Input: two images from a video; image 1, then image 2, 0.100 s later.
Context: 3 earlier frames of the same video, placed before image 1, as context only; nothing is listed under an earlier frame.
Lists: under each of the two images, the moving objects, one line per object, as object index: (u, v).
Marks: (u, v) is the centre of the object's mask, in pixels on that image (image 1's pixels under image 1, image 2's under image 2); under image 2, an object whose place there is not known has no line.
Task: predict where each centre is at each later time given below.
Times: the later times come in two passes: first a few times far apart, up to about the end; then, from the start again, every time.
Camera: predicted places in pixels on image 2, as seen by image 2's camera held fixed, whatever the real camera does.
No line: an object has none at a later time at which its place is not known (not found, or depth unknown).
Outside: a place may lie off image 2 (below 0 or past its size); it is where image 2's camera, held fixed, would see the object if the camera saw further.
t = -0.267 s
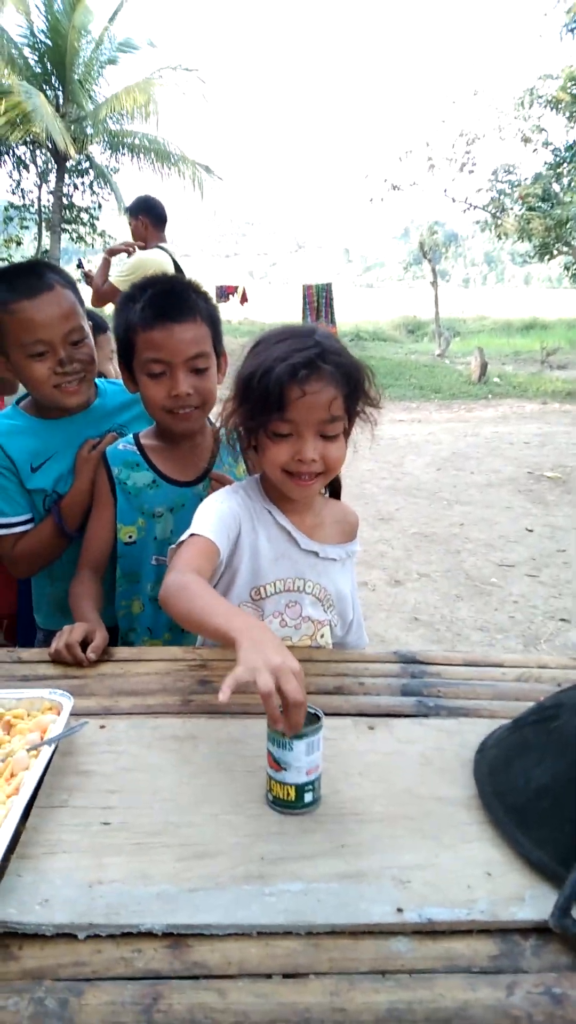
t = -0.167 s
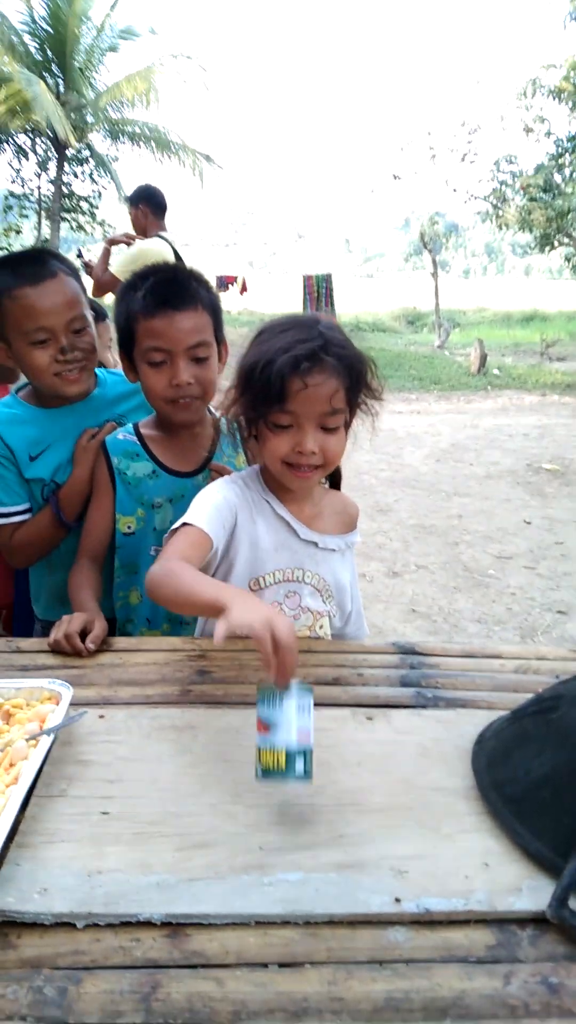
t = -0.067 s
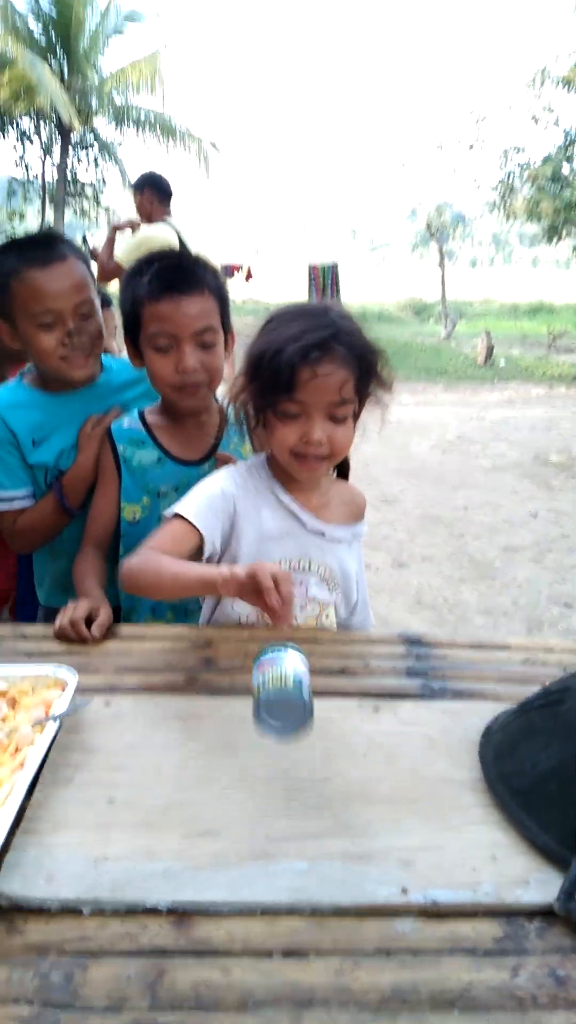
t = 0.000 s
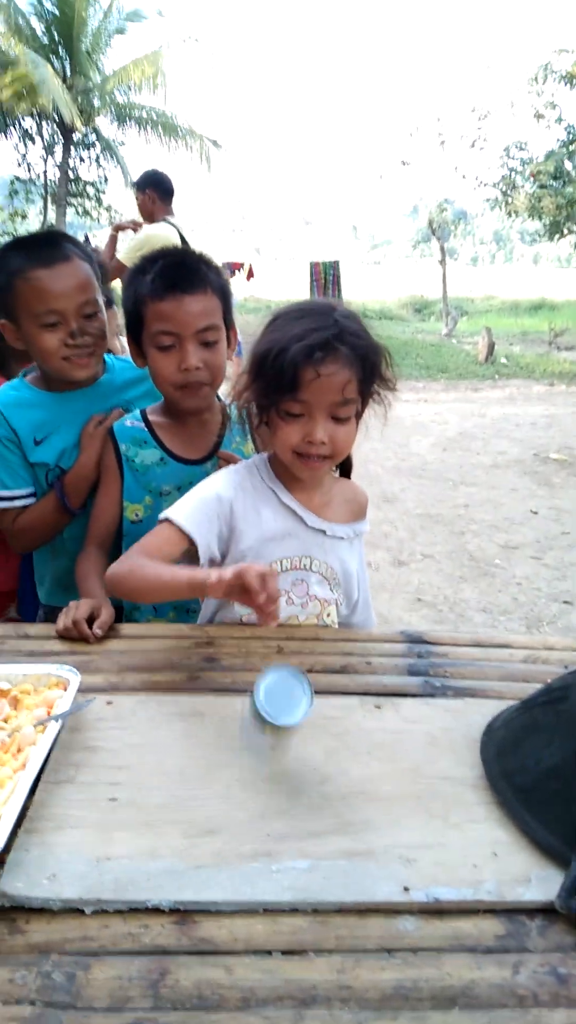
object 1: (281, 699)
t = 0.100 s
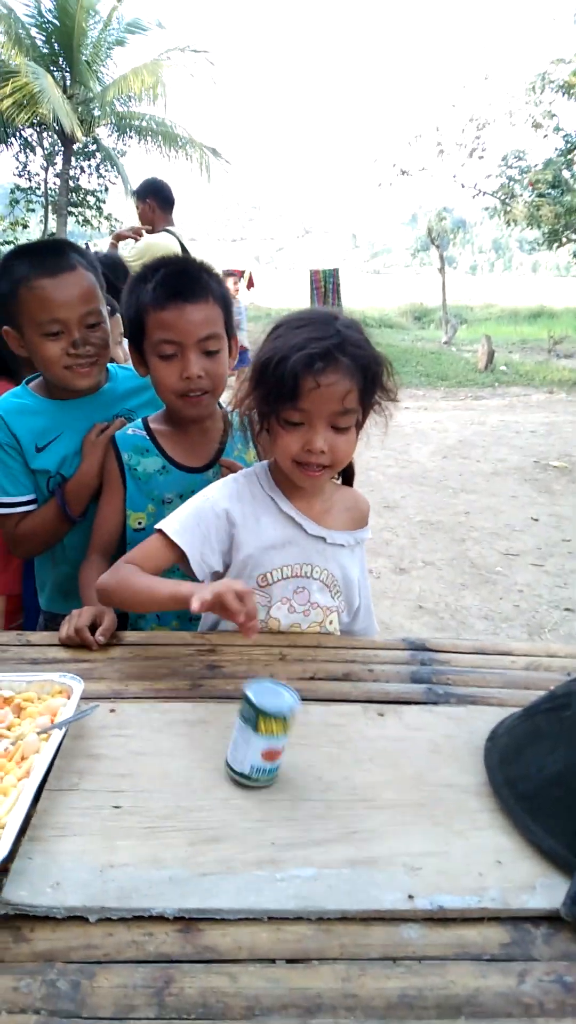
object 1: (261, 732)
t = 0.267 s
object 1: (225, 711)
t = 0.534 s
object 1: (205, 717)
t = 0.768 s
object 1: (202, 718)
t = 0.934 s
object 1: (199, 720)
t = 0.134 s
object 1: (254, 730)
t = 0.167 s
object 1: (247, 723)
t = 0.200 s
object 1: (241, 718)
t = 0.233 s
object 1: (233, 712)
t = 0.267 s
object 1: (225, 711)
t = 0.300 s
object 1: (218, 713)
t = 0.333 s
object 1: (209, 719)
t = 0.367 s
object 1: (205, 717)
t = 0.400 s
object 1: (205, 717)
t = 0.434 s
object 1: (205, 717)
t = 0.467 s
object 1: (205, 717)
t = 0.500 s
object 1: (205, 717)
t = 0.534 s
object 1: (205, 717)
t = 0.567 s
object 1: (204, 717)
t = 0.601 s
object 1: (204, 717)
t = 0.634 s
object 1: (204, 717)
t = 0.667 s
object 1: (203, 718)
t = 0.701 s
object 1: (203, 718)
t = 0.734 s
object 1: (203, 718)
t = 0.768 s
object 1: (202, 718)
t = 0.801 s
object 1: (202, 718)
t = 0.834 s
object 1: (201, 719)
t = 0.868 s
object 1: (201, 719)
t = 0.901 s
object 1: (200, 720)
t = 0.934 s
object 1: (199, 720)
